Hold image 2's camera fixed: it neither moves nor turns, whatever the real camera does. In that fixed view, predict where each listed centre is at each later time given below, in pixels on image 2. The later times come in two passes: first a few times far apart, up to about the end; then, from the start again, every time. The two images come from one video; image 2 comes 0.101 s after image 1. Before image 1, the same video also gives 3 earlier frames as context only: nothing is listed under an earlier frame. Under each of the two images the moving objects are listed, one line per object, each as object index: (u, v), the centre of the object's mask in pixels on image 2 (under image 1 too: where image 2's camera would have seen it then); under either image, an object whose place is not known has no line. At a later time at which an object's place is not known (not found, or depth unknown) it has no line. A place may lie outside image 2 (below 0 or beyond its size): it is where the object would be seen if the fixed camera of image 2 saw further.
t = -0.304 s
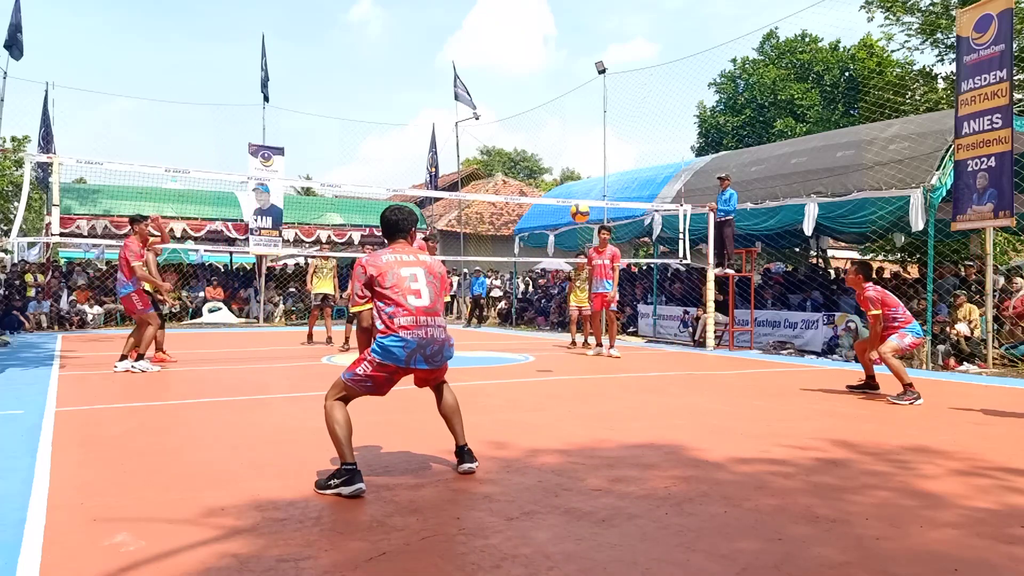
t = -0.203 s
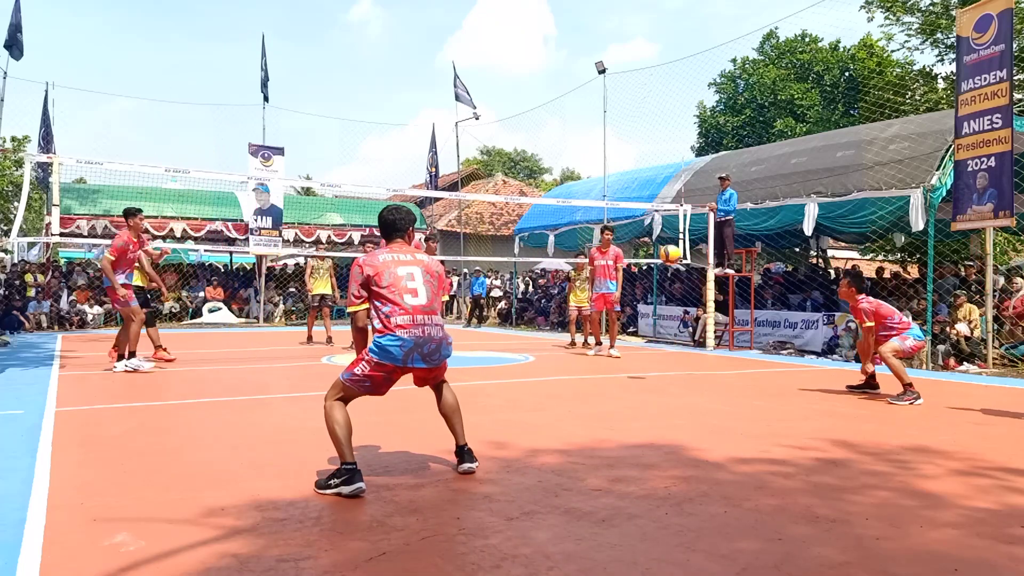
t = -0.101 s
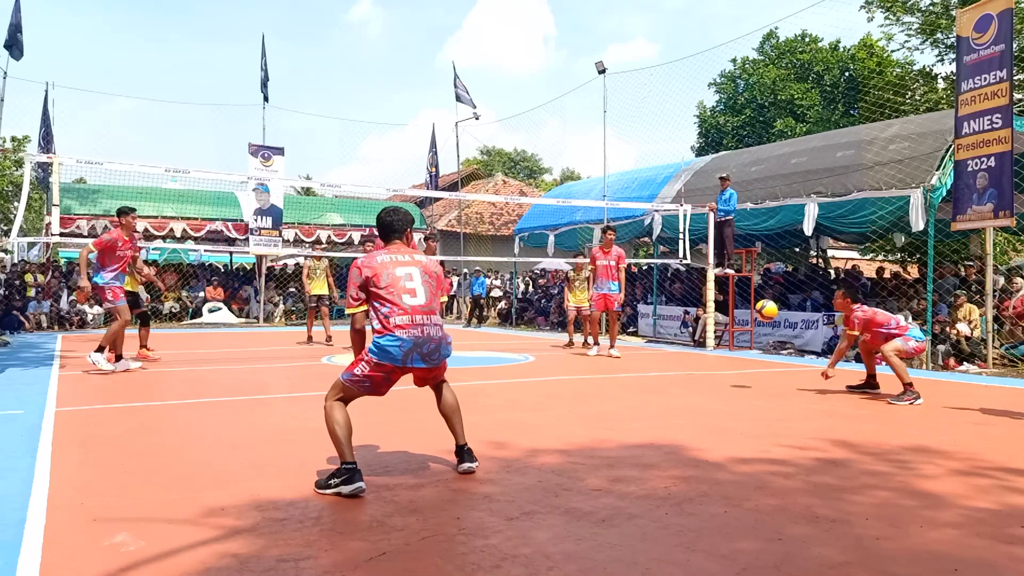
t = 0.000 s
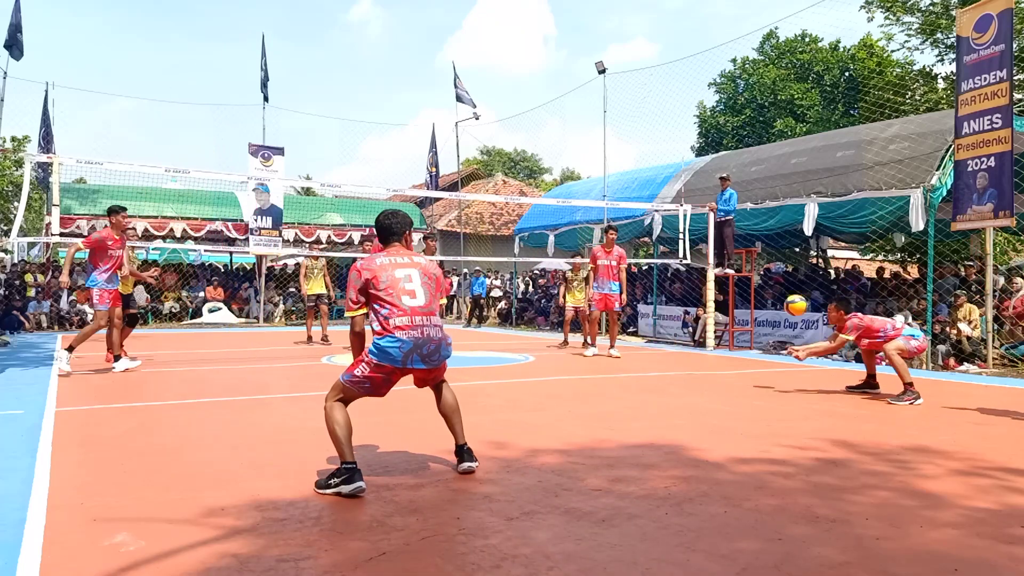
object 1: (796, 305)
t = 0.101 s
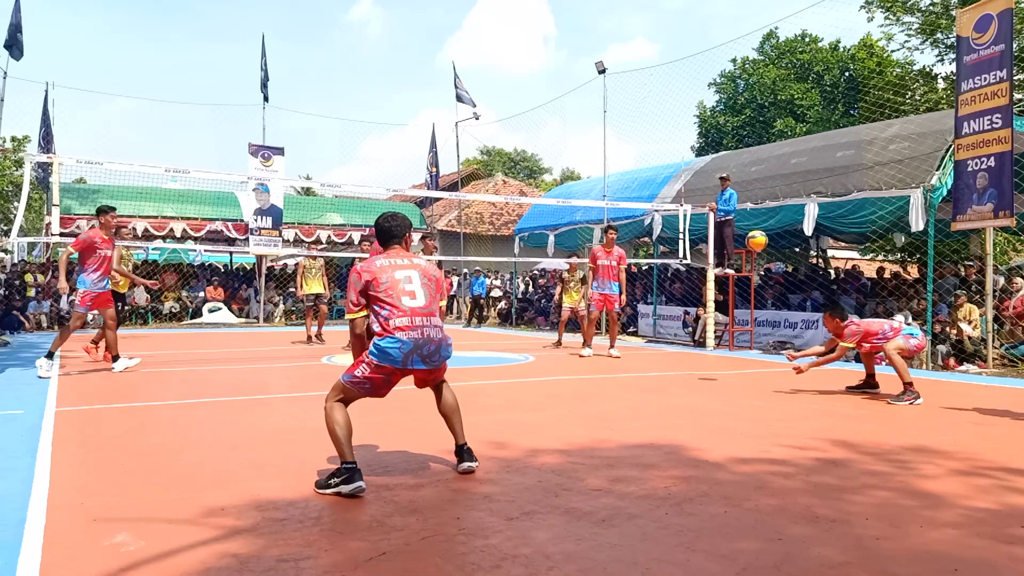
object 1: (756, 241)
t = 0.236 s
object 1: (711, 176)
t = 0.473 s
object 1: (646, 116)
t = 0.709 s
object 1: (594, 106)
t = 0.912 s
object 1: (556, 131)
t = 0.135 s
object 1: (745, 222)
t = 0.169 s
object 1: (733, 206)
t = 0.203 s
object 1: (722, 190)
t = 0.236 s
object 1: (711, 176)
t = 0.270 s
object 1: (701, 164)
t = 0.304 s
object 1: (691, 154)
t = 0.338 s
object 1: (681, 143)
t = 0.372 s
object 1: (672, 135)
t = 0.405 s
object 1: (663, 127)
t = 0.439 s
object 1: (655, 121)
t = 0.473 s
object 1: (646, 116)
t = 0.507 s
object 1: (638, 111)
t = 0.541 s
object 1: (630, 108)
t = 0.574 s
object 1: (623, 106)
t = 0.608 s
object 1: (615, 104)
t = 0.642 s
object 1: (608, 104)
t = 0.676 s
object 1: (601, 104)
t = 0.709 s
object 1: (594, 106)
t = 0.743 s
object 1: (587, 108)
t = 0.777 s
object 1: (581, 111)
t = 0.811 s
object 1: (574, 115)
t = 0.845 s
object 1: (568, 119)
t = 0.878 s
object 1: (562, 125)
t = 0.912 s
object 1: (556, 131)
